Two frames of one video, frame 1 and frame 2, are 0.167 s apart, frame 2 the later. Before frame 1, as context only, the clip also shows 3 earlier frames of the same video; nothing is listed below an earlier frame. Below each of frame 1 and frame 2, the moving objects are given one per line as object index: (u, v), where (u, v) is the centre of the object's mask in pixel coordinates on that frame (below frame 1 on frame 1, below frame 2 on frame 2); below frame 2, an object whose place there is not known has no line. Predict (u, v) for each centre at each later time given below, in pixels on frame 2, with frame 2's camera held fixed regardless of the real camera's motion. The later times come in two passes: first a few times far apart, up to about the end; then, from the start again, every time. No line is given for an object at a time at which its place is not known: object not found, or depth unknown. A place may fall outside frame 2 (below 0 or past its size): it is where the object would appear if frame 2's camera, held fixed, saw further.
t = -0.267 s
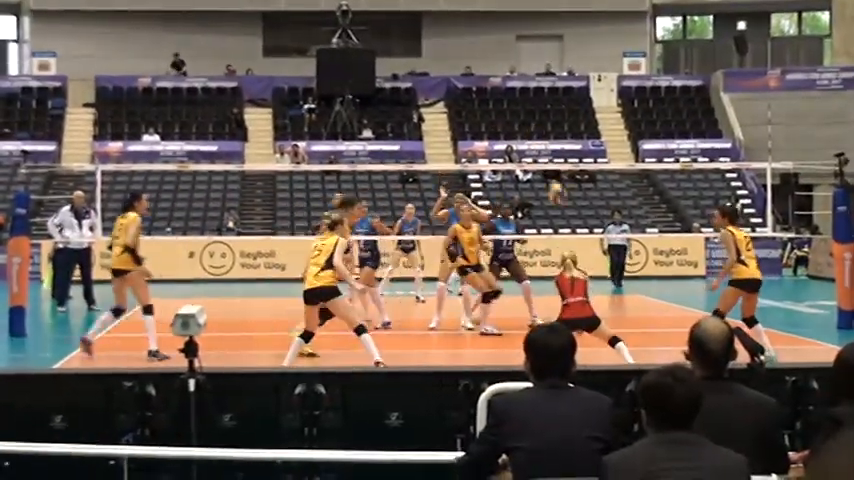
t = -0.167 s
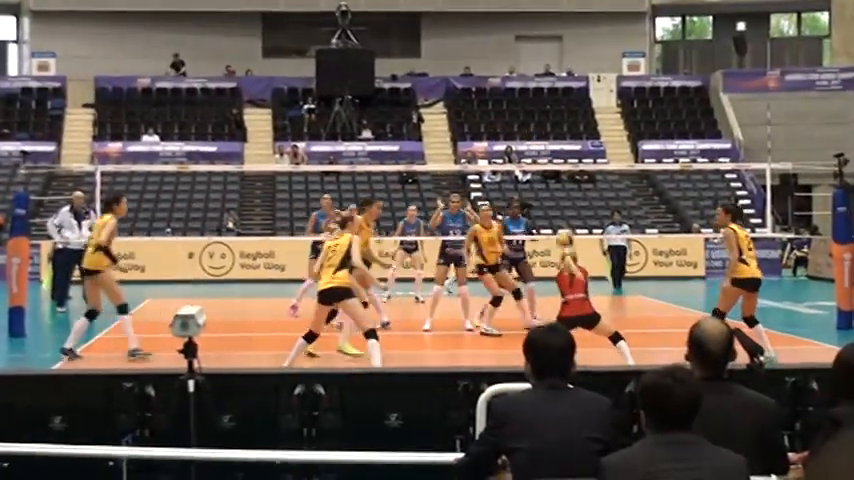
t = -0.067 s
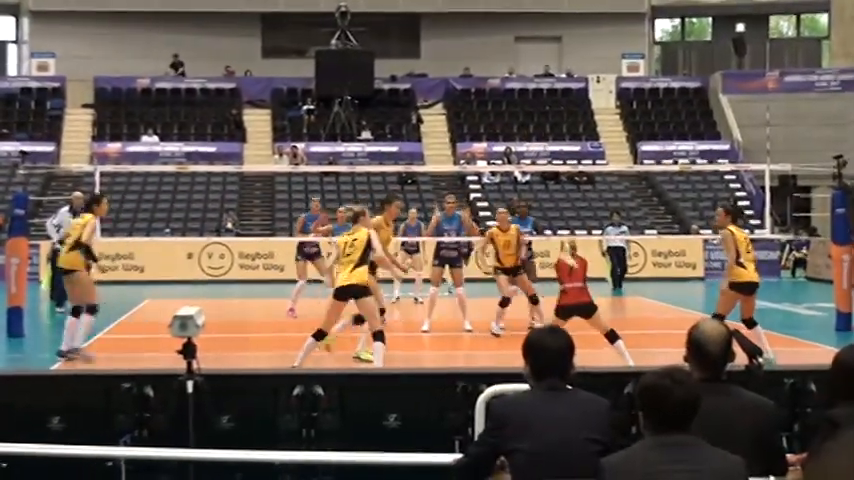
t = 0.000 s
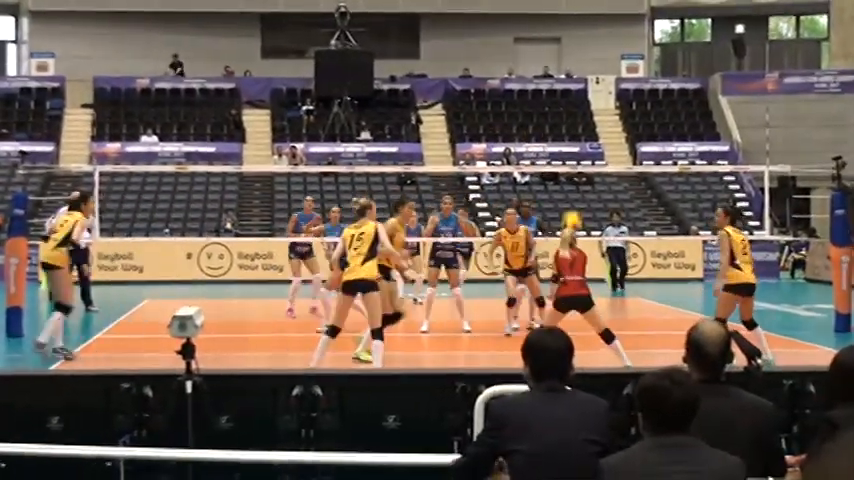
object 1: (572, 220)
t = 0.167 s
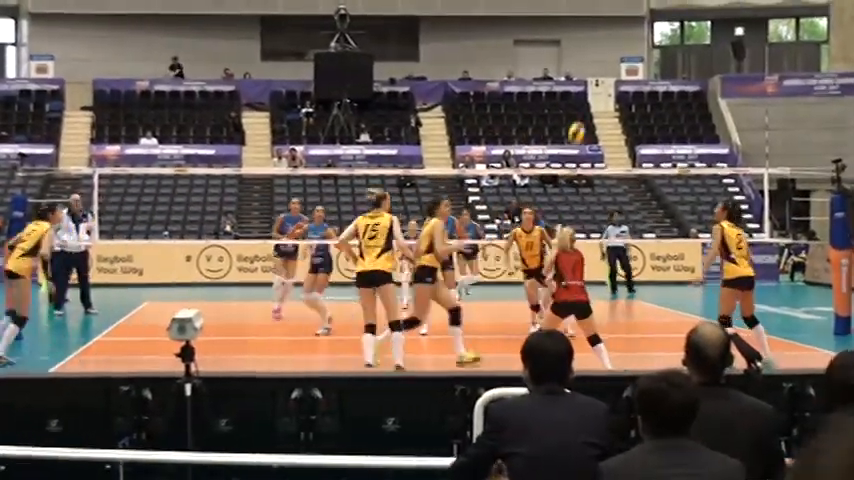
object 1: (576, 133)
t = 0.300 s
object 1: (582, 80)
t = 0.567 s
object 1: (592, 29)
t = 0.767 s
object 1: (599, 31)
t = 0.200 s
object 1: (577, 118)
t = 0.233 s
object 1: (579, 105)
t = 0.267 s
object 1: (580, 95)
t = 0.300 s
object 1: (582, 80)
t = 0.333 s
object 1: (584, 70)
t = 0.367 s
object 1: (585, 61)
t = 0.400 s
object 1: (586, 54)
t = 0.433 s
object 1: (588, 46)
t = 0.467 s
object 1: (589, 41)
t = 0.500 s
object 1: (590, 36)
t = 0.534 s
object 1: (591, 32)
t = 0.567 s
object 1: (592, 29)
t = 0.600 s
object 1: (593, 28)
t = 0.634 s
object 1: (594, 26)
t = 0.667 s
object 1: (595, 26)
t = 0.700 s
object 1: (596, 26)
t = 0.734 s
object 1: (598, 28)
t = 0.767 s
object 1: (599, 31)
